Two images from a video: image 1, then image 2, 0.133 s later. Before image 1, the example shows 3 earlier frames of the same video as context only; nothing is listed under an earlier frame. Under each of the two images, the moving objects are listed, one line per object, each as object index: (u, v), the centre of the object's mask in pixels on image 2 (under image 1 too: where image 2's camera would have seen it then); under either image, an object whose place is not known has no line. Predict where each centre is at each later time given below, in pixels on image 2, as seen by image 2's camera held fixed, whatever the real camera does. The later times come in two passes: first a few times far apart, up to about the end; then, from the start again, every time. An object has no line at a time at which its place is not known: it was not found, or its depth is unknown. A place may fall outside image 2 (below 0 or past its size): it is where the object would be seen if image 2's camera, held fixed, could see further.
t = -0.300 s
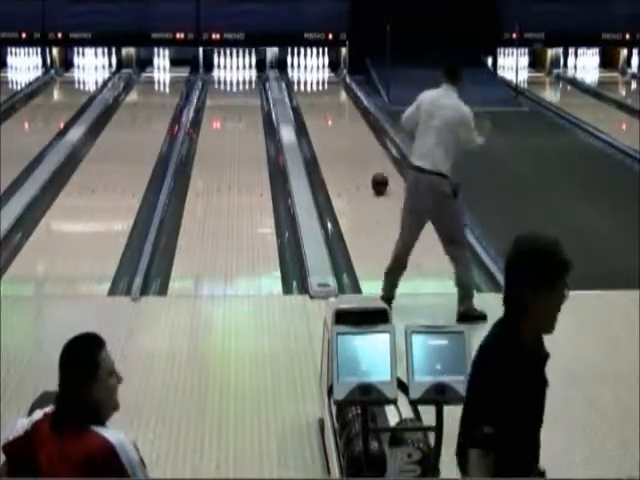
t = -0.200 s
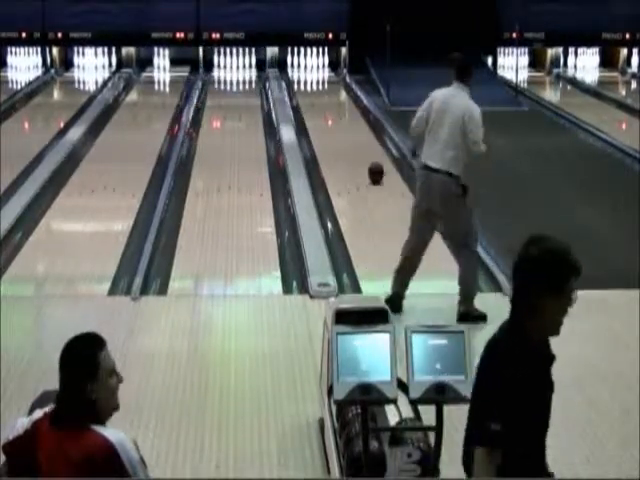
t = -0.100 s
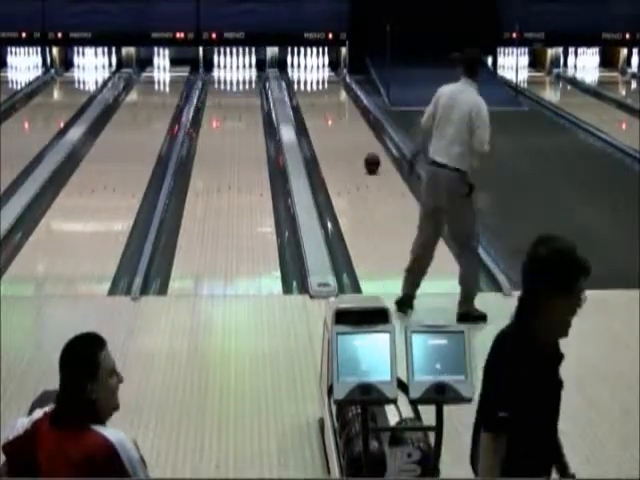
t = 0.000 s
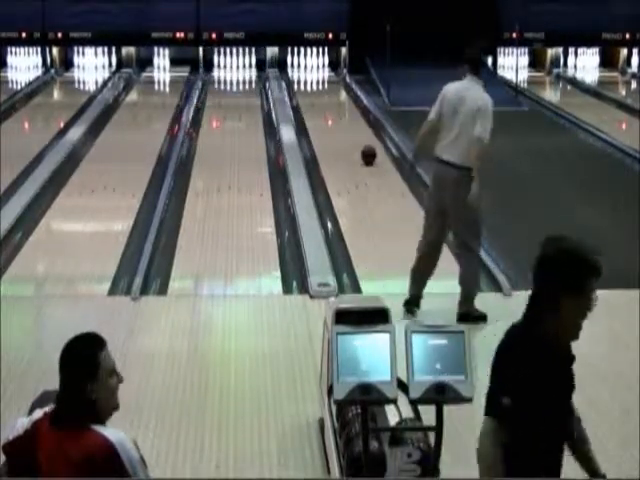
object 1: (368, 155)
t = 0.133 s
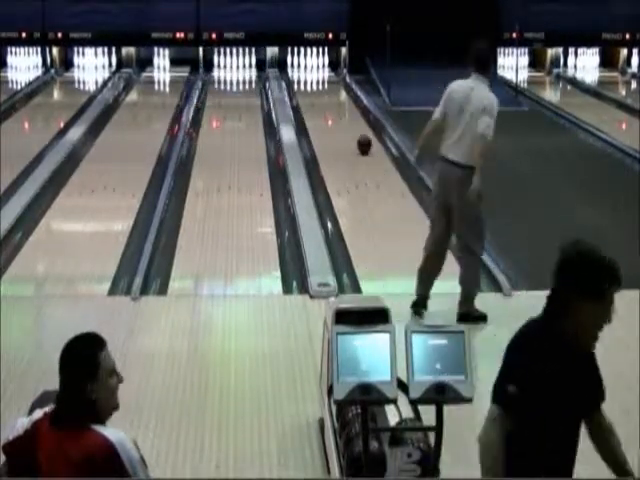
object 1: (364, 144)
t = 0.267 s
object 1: (360, 135)
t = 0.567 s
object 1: (351, 116)
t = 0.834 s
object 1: (345, 103)
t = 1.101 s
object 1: (337, 92)
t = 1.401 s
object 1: (330, 81)
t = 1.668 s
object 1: (322, 72)
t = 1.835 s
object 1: (316, 69)
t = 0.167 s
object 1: (362, 142)
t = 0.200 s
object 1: (362, 139)
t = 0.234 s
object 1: (361, 137)
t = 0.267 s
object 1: (360, 135)
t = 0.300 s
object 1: (359, 134)
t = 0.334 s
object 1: (358, 130)
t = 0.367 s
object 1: (357, 129)
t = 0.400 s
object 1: (356, 127)
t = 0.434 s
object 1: (355, 125)
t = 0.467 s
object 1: (354, 123)
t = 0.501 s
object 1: (353, 122)
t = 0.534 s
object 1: (352, 119)
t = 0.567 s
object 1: (351, 116)
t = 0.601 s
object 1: (350, 115)
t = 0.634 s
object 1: (349, 113)
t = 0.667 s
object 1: (350, 112)
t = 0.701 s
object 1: (347, 109)
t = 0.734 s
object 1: (347, 107)
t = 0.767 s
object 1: (346, 106)
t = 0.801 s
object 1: (346, 104)
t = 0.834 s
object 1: (345, 103)
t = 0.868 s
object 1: (344, 101)
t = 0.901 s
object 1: (343, 100)
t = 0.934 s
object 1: (343, 99)
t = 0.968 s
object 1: (341, 97)
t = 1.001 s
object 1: (341, 97)
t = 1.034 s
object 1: (340, 96)
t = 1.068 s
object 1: (339, 94)
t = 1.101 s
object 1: (337, 92)
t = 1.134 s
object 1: (337, 91)
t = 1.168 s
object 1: (336, 90)
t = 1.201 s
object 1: (335, 89)
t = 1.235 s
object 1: (335, 89)
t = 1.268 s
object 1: (335, 88)
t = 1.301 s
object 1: (333, 86)
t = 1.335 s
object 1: (332, 83)
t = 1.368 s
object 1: (331, 84)
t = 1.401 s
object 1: (330, 81)
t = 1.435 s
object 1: (329, 81)
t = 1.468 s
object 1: (328, 80)
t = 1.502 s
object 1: (327, 78)
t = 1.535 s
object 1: (326, 77)
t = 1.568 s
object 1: (325, 77)
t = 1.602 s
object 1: (324, 74)
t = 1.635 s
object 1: (323, 73)
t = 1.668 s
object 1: (322, 72)
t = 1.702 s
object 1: (321, 72)
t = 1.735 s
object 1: (320, 70)
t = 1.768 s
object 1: (318, 69)
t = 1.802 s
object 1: (317, 69)
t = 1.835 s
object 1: (316, 69)
